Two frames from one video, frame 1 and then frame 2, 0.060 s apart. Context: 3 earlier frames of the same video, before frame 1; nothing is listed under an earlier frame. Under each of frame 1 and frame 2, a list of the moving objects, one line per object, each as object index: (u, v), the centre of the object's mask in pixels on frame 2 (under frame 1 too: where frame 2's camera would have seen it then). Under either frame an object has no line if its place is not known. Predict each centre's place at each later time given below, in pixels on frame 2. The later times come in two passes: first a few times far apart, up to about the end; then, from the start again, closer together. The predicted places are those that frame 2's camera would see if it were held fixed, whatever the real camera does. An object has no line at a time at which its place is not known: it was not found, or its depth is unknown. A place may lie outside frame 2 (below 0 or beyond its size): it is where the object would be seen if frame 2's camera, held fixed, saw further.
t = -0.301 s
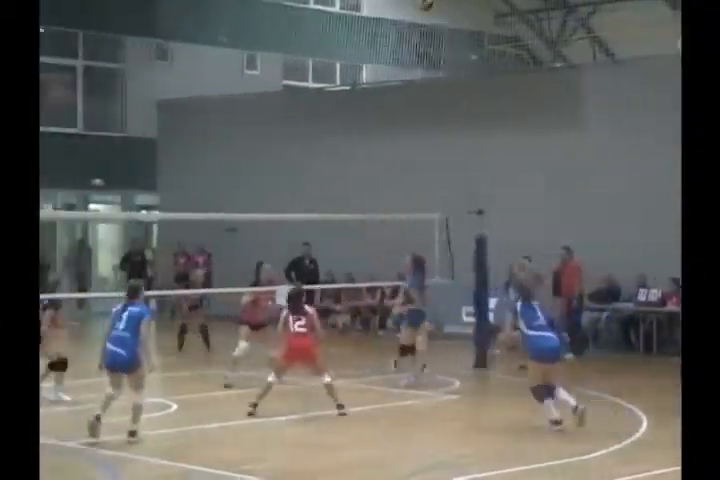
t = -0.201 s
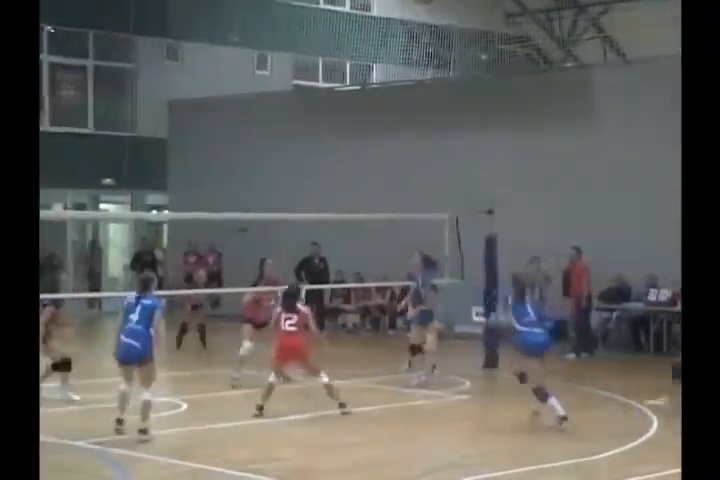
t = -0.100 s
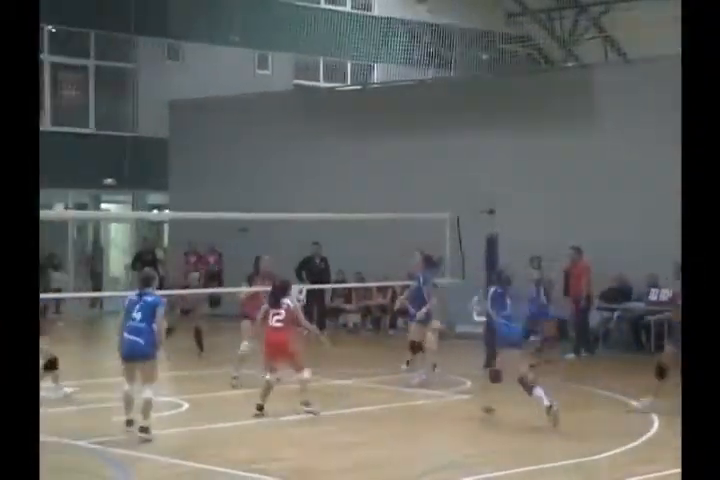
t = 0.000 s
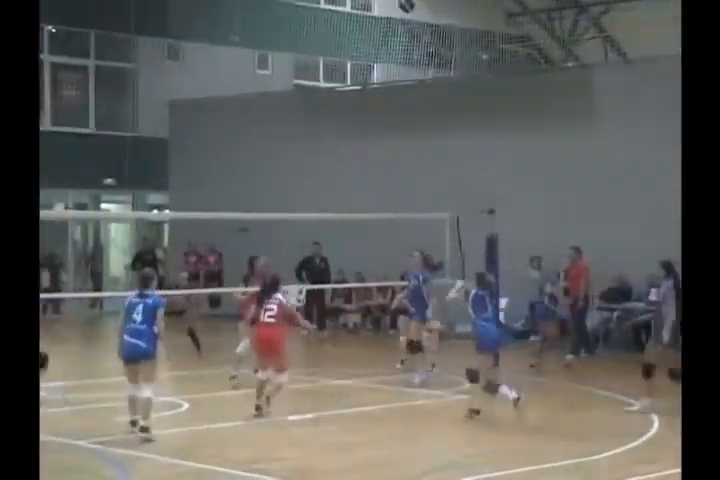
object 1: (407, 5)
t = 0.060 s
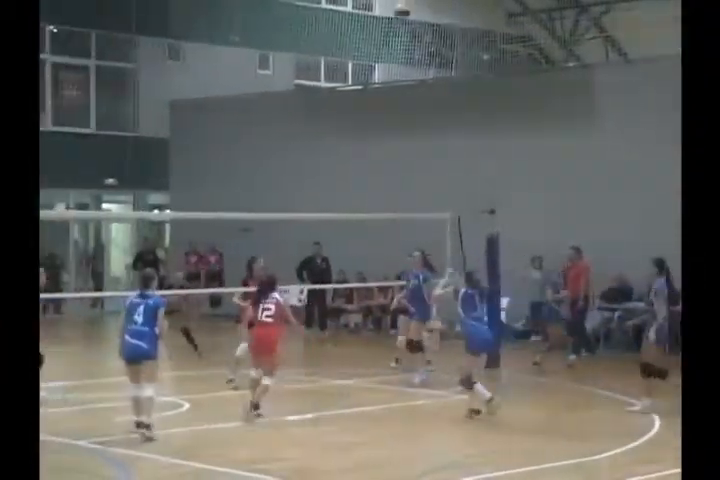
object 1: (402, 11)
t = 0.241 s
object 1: (388, 53)
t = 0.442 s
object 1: (370, 130)
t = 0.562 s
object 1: (359, 196)
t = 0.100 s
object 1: (401, 20)
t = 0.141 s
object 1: (395, 26)
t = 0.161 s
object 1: (394, 32)
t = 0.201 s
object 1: (391, 43)
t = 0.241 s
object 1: (388, 53)
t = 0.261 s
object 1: (386, 60)
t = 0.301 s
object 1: (382, 73)
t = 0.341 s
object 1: (377, 86)
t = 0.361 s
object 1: (378, 96)
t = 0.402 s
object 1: (374, 112)
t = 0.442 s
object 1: (370, 130)
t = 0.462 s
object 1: (370, 139)
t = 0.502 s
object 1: (365, 161)
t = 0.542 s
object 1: (362, 185)
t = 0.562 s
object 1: (359, 196)
